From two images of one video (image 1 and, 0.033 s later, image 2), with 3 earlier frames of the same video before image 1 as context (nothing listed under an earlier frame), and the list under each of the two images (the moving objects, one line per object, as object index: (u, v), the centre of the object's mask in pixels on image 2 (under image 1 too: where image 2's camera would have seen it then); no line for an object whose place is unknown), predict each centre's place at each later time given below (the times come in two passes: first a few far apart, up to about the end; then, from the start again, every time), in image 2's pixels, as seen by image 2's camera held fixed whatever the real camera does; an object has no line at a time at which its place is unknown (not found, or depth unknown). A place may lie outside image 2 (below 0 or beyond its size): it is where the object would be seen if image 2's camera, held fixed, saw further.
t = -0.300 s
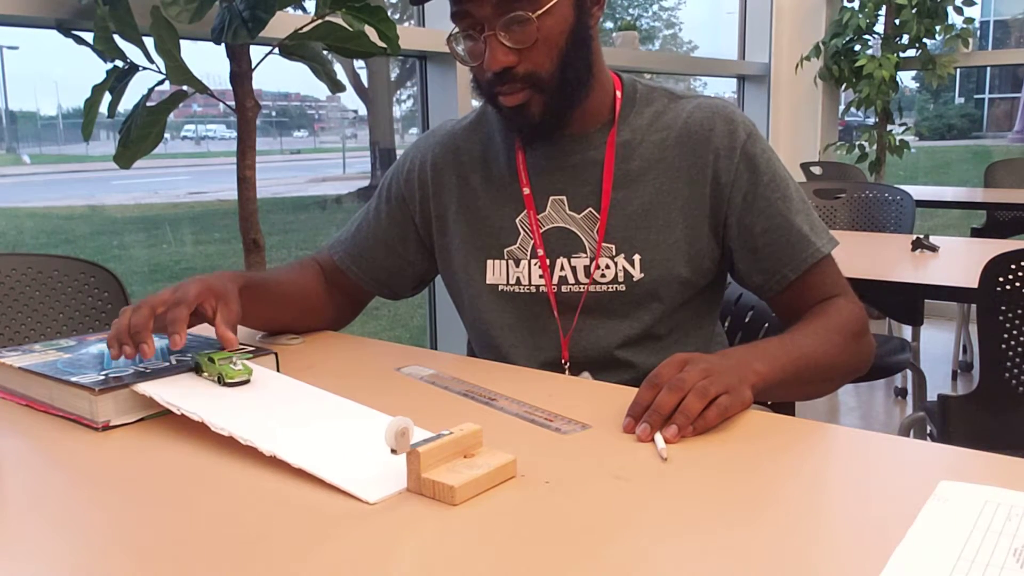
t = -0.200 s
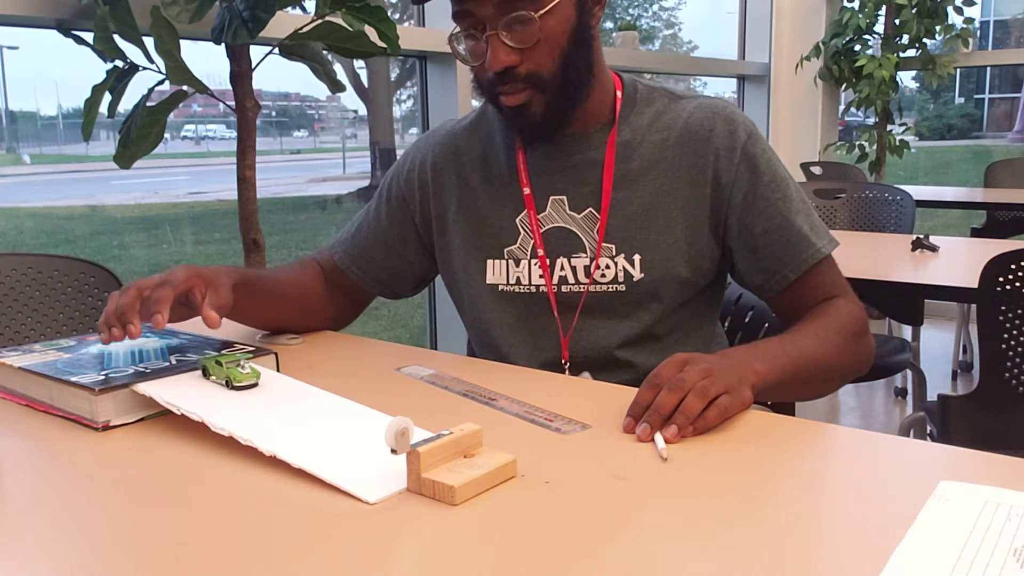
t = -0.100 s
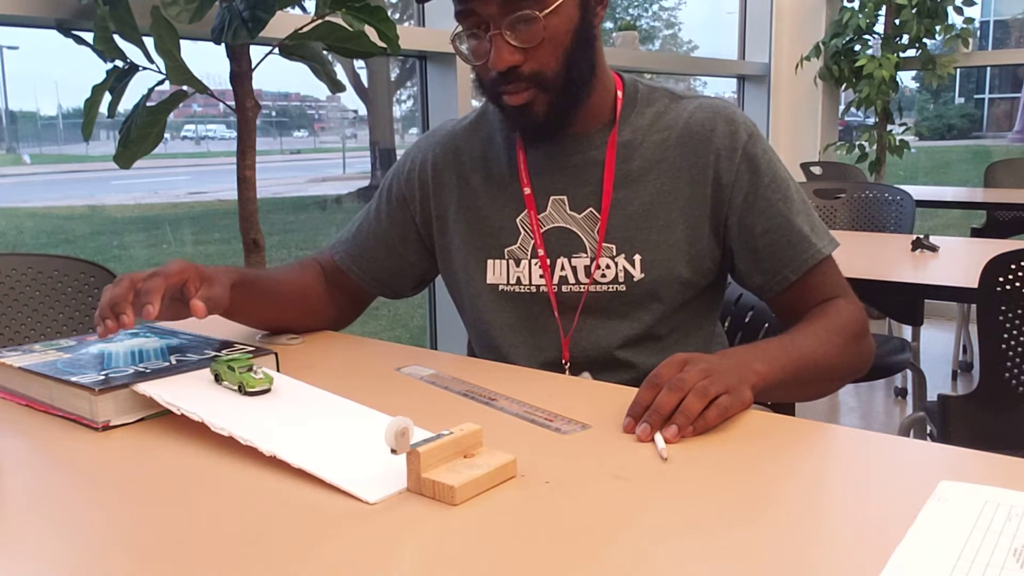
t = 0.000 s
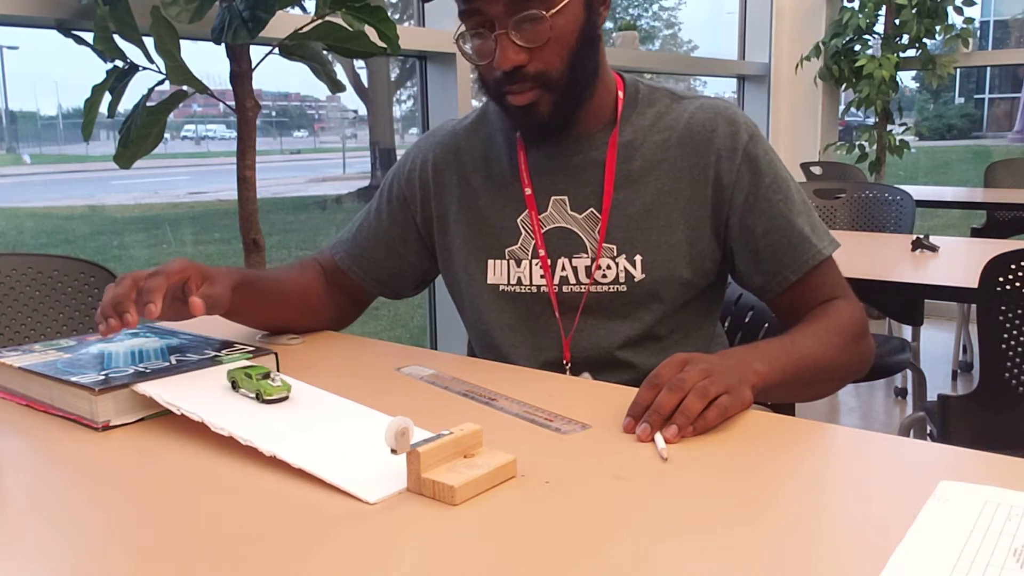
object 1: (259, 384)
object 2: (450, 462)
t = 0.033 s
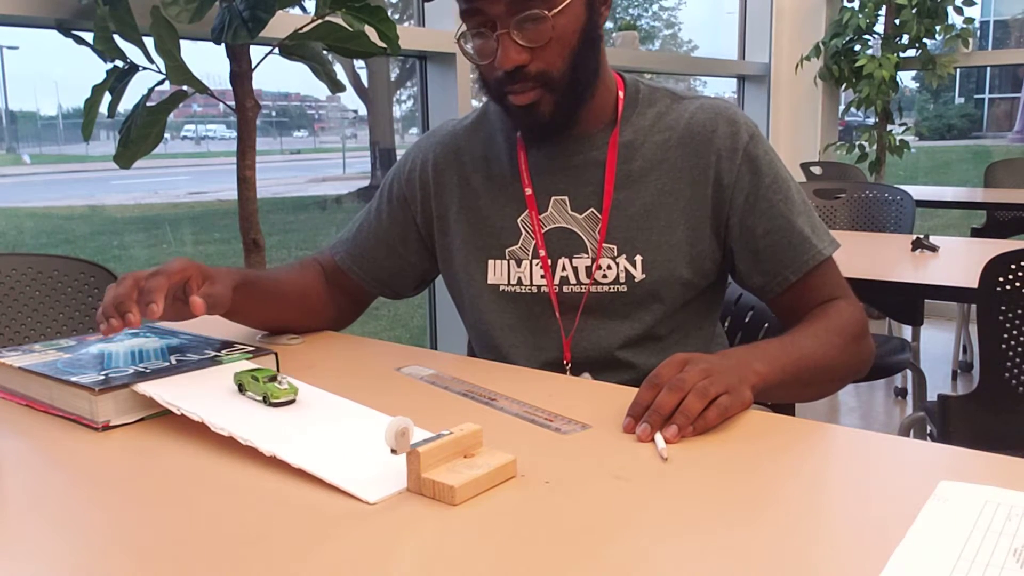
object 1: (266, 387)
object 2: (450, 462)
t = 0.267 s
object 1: (331, 416)
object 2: (450, 462)
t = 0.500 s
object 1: (394, 451)
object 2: (466, 466)
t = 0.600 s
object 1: (403, 457)
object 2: (471, 468)
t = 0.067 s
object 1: (273, 390)
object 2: (450, 462)
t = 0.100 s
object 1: (281, 393)
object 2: (450, 462)
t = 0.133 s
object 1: (290, 397)
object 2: (450, 462)
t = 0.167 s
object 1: (299, 401)
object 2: (450, 462)
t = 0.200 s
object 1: (309, 406)
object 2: (450, 462)
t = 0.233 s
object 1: (320, 410)
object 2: (450, 462)
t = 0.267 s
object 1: (331, 416)
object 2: (450, 462)
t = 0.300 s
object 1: (343, 422)
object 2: (449, 462)
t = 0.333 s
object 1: (355, 427)
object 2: (449, 462)
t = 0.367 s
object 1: (364, 433)
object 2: (449, 462)
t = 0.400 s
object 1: (375, 441)
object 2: (449, 461)
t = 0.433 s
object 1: (384, 448)
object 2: (451, 462)
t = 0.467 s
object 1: (390, 449)
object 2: (460, 465)
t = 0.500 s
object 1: (394, 451)
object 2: (466, 466)
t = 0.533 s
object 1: (398, 453)
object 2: (468, 467)
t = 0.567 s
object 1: (401, 456)
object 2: (469, 467)
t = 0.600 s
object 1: (403, 457)
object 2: (471, 468)
